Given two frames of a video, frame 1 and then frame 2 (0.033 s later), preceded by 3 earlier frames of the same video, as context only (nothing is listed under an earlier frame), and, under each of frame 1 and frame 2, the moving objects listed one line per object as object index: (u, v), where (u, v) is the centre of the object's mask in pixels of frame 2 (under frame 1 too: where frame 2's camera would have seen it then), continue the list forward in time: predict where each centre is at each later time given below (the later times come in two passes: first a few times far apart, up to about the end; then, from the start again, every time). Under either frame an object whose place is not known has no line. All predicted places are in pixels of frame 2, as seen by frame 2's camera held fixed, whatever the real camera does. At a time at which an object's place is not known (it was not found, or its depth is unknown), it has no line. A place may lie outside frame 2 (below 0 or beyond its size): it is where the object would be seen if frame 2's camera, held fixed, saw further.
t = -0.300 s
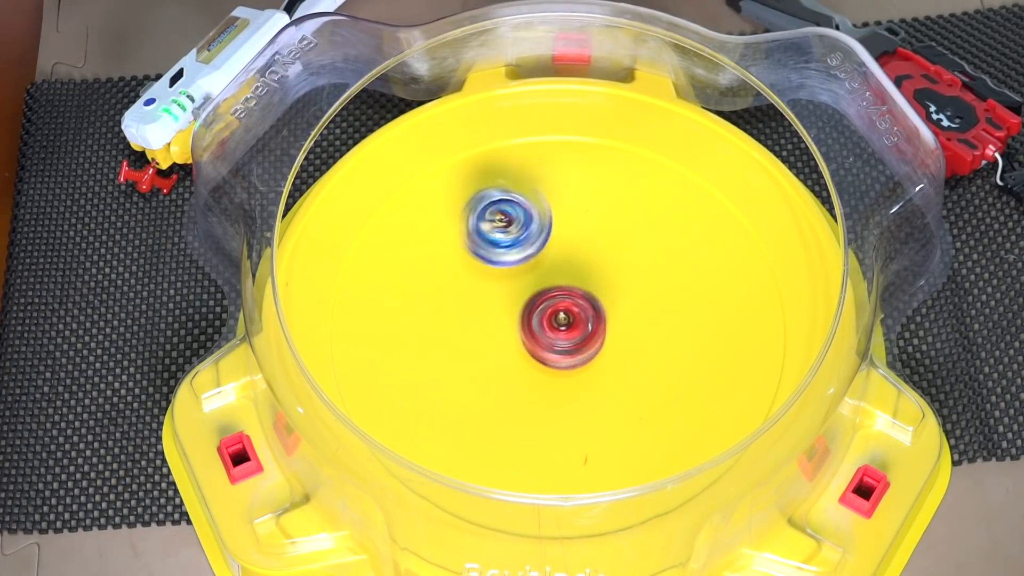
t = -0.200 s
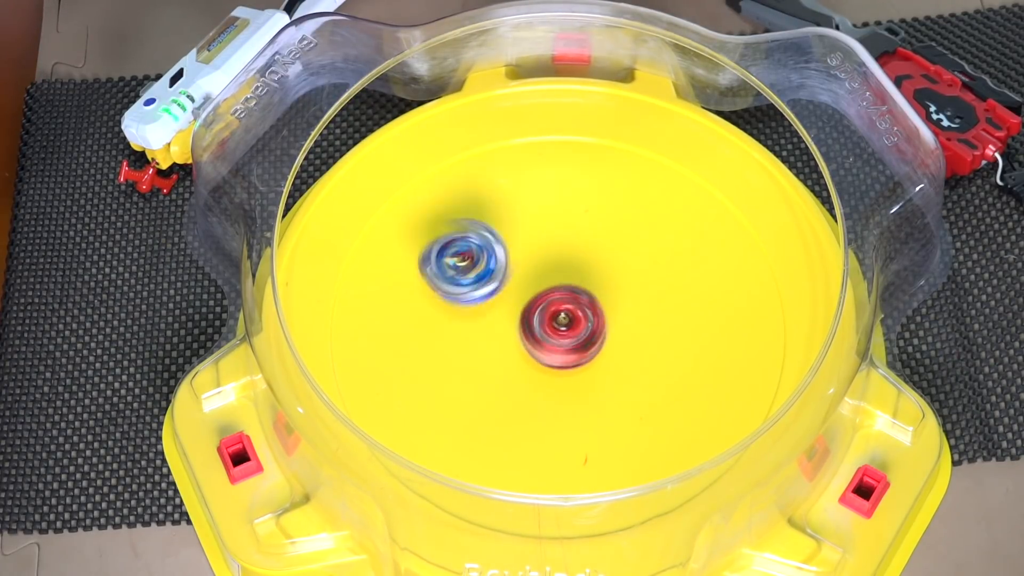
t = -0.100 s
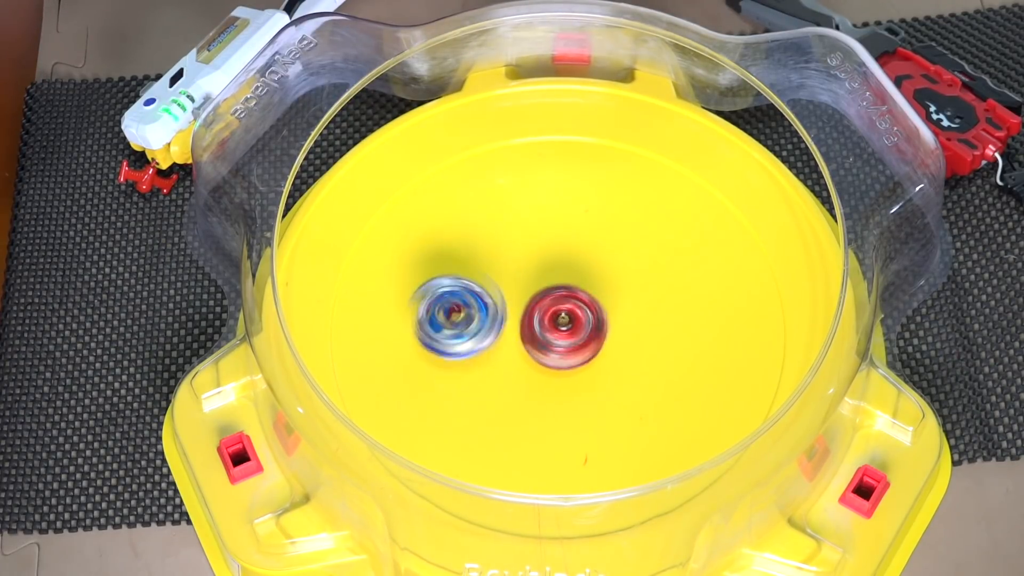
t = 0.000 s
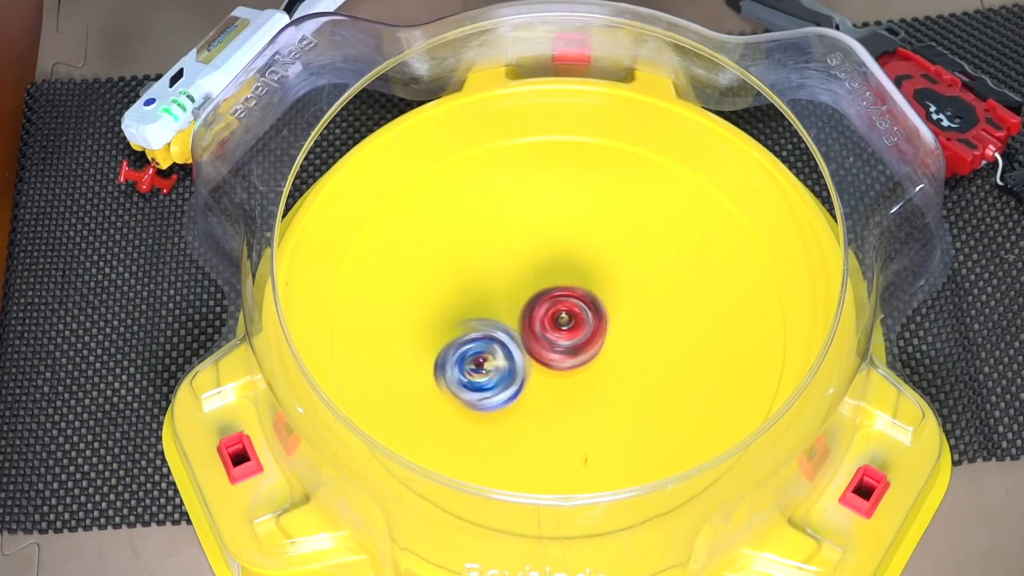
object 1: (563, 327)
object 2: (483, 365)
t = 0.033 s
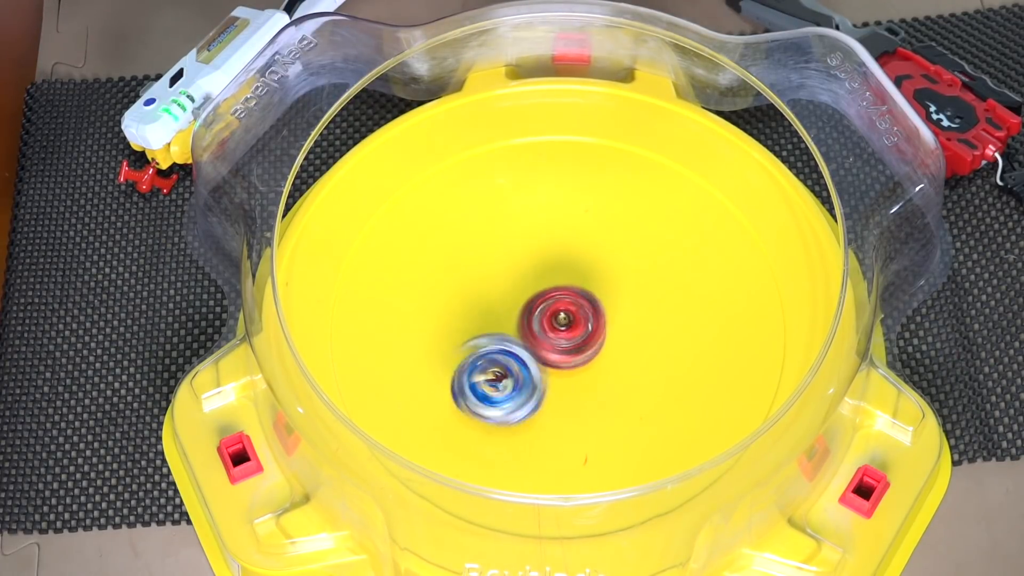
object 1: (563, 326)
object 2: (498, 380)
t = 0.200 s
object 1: (576, 310)
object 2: (580, 426)
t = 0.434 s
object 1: (574, 312)
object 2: (649, 376)
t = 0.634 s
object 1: (536, 294)
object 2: (653, 312)
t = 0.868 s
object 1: (508, 305)
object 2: (616, 267)
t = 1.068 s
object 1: (507, 327)
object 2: (596, 265)
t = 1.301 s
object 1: (518, 344)
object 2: (593, 280)
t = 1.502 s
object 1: (527, 348)
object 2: (602, 272)
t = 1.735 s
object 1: (526, 353)
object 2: (584, 272)
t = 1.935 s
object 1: (527, 359)
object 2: (580, 272)
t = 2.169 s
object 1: (535, 355)
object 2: (583, 279)
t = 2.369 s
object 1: (532, 360)
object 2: (578, 261)
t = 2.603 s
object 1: (532, 356)
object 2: (557, 269)
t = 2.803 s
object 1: (539, 366)
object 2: (549, 261)
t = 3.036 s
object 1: (543, 359)
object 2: (537, 273)
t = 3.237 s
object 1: (546, 367)
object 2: (542, 273)
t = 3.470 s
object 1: (556, 362)
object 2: (541, 267)
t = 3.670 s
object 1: (553, 355)
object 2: (535, 271)
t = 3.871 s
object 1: (562, 363)
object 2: (532, 258)
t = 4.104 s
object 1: (557, 358)
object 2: (536, 272)
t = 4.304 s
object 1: (555, 362)
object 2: (531, 250)
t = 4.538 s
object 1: (562, 352)
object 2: (535, 272)
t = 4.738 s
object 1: (560, 359)
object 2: (545, 269)
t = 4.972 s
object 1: (566, 361)
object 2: (553, 265)
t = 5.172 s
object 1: (569, 370)
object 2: (551, 251)
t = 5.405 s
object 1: (554, 354)
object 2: (542, 267)
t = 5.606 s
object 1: (539, 379)
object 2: (551, 278)
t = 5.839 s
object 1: (548, 380)
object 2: (547, 297)
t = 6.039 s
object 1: (558, 372)
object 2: (558, 290)
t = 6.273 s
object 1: (556, 367)
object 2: (564, 289)
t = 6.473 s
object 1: (555, 374)
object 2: (553, 287)
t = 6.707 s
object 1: (555, 375)
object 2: (554, 293)
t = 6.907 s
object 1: (568, 363)
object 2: (552, 293)
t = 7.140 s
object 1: (571, 363)
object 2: (554, 295)
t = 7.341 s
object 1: (565, 364)
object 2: (554, 295)
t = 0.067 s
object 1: (563, 326)
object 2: (516, 390)
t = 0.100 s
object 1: (568, 323)
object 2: (531, 403)
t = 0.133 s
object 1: (571, 316)
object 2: (547, 413)
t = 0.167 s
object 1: (573, 312)
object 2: (562, 421)
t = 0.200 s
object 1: (576, 310)
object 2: (580, 426)
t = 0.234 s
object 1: (575, 310)
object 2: (595, 426)
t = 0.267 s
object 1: (574, 310)
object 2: (609, 424)
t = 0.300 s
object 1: (575, 310)
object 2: (622, 419)
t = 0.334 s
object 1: (574, 311)
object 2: (632, 411)
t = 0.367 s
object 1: (574, 311)
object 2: (640, 402)
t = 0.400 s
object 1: (575, 311)
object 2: (646, 390)
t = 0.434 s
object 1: (574, 312)
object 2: (649, 376)
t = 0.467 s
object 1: (574, 312)
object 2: (648, 362)
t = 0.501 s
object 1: (570, 310)
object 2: (650, 352)
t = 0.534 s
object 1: (558, 303)
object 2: (658, 342)
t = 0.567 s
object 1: (548, 299)
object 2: (660, 333)
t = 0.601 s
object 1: (541, 295)
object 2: (659, 323)
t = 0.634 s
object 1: (536, 294)
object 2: (653, 312)
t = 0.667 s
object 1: (532, 294)
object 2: (647, 305)
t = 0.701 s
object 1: (532, 294)
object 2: (637, 298)
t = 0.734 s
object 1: (533, 295)
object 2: (625, 291)
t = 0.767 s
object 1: (525, 298)
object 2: (622, 285)
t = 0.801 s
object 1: (517, 299)
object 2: (622, 278)
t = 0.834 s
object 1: (511, 303)
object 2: (619, 271)
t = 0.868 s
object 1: (508, 305)
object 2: (616, 267)
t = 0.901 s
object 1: (509, 308)
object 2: (611, 265)
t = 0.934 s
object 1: (511, 310)
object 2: (605, 264)
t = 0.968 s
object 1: (513, 312)
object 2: (598, 265)
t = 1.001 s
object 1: (517, 314)
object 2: (590, 267)
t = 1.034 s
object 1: (510, 321)
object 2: (594, 267)
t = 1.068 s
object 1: (507, 327)
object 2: (596, 265)
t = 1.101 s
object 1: (504, 331)
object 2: (594, 269)
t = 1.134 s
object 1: (505, 334)
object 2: (593, 271)
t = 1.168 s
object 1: (508, 336)
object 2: (590, 274)
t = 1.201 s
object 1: (512, 337)
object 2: (587, 277)
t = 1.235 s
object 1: (517, 337)
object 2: (585, 281)
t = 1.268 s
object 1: (517, 341)
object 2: (589, 280)
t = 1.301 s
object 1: (518, 344)
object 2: (593, 280)
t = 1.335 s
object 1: (521, 345)
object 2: (595, 279)
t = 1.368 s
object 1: (524, 345)
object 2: (595, 281)
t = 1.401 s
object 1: (528, 343)
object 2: (595, 281)
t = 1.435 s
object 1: (526, 346)
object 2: (600, 277)
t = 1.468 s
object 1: (526, 347)
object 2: (602, 274)
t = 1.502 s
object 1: (527, 348)
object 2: (602, 272)
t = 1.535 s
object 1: (527, 348)
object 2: (601, 271)
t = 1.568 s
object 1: (528, 348)
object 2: (598, 270)
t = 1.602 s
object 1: (527, 347)
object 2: (596, 269)
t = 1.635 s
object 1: (528, 347)
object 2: (592, 272)
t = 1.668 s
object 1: (528, 348)
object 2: (587, 274)
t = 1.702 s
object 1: (527, 350)
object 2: (587, 273)
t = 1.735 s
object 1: (526, 353)
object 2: (584, 272)
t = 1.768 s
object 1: (526, 354)
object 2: (583, 273)
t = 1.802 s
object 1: (529, 354)
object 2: (579, 276)
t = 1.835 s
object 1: (527, 355)
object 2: (579, 275)
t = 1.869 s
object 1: (526, 357)
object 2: (580, 273)
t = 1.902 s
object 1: (525, 359)
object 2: (582, 272)
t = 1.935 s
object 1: (527, 359)
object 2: (580, 272)
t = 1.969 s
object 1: (529, 360)
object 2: (580, 271)
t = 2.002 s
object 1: (530, 358)
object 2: (581, 272)
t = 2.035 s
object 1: (532, 356)
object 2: (580, 275)
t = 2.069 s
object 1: (533, 354)
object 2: (582, 278)
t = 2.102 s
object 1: (534, 353)
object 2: (583, 279)
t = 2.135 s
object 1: (533, 354)
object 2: (584, 279)
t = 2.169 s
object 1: (535, 355)
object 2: (583, 279)
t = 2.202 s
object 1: (533, 359)
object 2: (584, 274)
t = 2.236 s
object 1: (533, 362)
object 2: (585, 268)
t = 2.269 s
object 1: (532, 363)
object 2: (585, 264)
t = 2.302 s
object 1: (533, 362)
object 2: (583, 261)
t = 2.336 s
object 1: (532, 362)
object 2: (581, 261)
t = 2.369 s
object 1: (532, 360)
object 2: (578, 261)
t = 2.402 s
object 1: (532, 358)
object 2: (575, 264)
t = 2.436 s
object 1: (532, 355)
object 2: (570, 266)
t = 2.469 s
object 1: (532, 353)
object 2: (567, 269)
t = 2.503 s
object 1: (531, 354)
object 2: (567, 267)
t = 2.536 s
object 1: (531, 355)
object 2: (563, 267)
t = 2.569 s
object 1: (531, 355)
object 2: (562, 268)
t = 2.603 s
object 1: (532, 356)
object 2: (557, 269)
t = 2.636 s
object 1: (534, 356)
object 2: (557, 271)
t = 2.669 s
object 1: (535, 362)
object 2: (558, 269)
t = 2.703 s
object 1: (536, 365)
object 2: (556, 265)
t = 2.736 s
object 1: (537, 367)
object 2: (553, 264)
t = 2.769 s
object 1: (539, 367)
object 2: (549, 261)
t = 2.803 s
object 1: (539, 366)
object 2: (549, 261)
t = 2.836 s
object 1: (540, 364)
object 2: (545, 262)
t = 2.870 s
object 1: (539, 362)
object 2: (542, 262)
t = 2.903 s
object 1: (539, 361)
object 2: (540, 265)
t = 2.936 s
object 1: (538, 359)
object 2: (538, 268)
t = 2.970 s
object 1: (540, 358)
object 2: (536, 272)
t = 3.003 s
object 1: (541, 358)
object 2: (535, 273)
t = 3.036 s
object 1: (543, 359)
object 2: (537, 273)
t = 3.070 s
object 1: (544, 362)
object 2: (540, 272)
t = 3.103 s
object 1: (544, 364)
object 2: (540, 271)
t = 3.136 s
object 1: (546, 363)
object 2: (542, 272)
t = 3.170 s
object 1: (545, 363)
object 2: (541, 274)
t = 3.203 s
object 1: (546, 364)
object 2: (541, 274)
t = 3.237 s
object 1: (546, 367)
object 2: (542, 273)
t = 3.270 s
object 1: (548, 367)
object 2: (541, 272)
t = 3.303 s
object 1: (550, 366)
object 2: (541, 272)
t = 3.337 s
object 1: (552, 365)
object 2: (541, 274)
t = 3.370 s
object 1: (552, 363)
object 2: (541, 274)
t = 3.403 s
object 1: (554, 366)
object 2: (542, 270)
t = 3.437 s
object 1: (556, 364)
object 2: (541, 268)
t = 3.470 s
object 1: (556, 362)
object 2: (541, 267)
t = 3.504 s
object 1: (556, 360)
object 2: (541, 270)
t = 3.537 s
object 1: (553, 357)
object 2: (539, 273)
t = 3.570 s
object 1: (552, 357)
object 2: (538, 272)
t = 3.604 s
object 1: (552, 356)
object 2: (538, 271)
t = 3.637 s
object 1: (553, 356)
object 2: (535, 270)
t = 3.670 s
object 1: (553, 355)
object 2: (535, 271)
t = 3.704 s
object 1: (552, 357)
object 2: (535, 270)
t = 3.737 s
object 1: (554, 362)
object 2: (533, 264)
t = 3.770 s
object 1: (555, 365)
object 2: (531, 260)
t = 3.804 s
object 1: (558, 367)
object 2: (530, 257)
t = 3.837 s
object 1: (561, 365)
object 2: (530, 256)
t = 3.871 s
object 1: (562, 363)
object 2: (532, 258)
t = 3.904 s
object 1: (563, 360)
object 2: (532, 262)
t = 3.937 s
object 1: (560, 357)
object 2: (533, 266)
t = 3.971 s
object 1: (560, 356)
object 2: (535, 270)
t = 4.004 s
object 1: (561, 357)
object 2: (535, 270)
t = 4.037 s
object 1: (561, 357)
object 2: (535, 272)
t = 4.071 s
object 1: (560, 357)
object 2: (536, 272)
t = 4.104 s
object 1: (557, 358)
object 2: (536, 272)
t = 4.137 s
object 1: (556, 364)
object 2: (534, 264)
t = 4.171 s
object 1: (557, 366)
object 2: (532, 258)
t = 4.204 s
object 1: (555, 368)
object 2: (529, 253)
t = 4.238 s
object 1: (556, 365)
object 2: (527, 250)
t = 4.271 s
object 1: (555, 363)
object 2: (530, 248)
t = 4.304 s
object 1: (555, 362)
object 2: (531, 250)
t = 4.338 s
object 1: (556, 361)
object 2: (530, 251)
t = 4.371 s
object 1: (556, 360)
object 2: (531, 252)
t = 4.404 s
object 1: (557, 360)
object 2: (532, 255)
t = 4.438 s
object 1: (560, 359)
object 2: (532, 260)
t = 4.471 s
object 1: (561, 357)
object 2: (531, 263)
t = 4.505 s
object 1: (561, 355)
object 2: (533, 267)
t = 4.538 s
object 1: (562, 352)
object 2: (535, 272)
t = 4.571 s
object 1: (562, 356)
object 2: (537, 268)
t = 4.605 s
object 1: (563, 358)
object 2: (539, 267)
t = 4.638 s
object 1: (562, 358)
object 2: (539, 268)
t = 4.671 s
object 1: (561, 357)
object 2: (539, 270)
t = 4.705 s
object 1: (560, 356)
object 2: (541, 272)
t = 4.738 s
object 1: (560, 359)
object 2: (545, 269)
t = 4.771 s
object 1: (559, 362)
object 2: (547, 265)
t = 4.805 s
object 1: (561, 364)
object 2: (548, 262)
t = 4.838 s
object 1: (562, 364)
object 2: (549, 259)
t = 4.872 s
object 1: (563, 365)
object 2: (552, 257)
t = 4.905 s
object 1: (564, 365)
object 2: (554, 259)
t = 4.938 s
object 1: (566, 363)
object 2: (554, 262)
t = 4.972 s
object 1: (566, 361)
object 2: (553, 265)
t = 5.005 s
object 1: (568, 359)
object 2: (555, 265)
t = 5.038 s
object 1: (569, 356)
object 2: (558, 271)
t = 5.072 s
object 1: (569, 364)
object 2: (558, 263)
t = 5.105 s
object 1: (569, 368)
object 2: (557, 257)
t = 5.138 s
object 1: (569, 371)
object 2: (554, 254)
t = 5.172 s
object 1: (569, 370)
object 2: (551, 251)
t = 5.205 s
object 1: (568, 370)
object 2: (550, 250)
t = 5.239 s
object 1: (566, 369)
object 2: (549, 251)
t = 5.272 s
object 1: (567, 365)
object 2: (547, 254)
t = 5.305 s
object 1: (565, 363)
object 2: (543, 254)
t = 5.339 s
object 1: (560, 362)
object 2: (541, 257)
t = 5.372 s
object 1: (558, 359)
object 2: (542, 262)
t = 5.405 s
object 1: (554, 354)
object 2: (542, 267)
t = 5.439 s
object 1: (550, 359)
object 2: (542, 267)
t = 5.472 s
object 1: (548, 365)
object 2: (542, 263)
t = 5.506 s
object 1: (545, 369)
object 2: (546, 263)
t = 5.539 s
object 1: (542, 373)
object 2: (549, 266)
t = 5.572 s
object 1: (539, 376)
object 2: (551, 272)
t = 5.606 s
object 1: (539, 379)
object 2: (551, 278)
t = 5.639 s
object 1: (540, 381)
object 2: (549, 284)
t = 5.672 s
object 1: (539, 381)
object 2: (548, 291)
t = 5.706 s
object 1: (539, 380)
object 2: (547, 298)
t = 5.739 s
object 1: (540, 378)
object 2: (546, 299)
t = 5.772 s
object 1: (543, 380)
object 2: (548, 297)
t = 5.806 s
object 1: (546, 379)
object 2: (549, 296)
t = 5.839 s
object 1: (548, 380)
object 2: (547, 297)
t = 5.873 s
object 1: (549, 378)
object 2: (546, 297)
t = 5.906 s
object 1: (549, 377)
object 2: (551, 295)
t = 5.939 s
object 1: (550, 377)
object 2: (554, 296)
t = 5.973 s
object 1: (551, 375)
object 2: (556, 293)
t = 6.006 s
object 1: (554, 373)
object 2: (556, 292)
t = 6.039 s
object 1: (558, 372)
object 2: (558, 290)
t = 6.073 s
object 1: (561, 369)
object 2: (560, 291)
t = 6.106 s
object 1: (561, 365)
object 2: (558, 294)
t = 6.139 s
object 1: (559, 363)
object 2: (559, 289)
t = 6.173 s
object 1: (559, 365)
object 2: (561, 286)
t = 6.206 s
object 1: (558, 366)
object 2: (563, 284)
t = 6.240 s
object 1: (558, 366)
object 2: (565, 285)
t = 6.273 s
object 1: (556, 367)
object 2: (564, 289)
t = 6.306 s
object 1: (555, 368)
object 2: (560, 290)
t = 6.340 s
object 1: (554, 367)
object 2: (558, 292)
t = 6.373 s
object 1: (554, 367)
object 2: (556, 294)
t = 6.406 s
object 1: (555, 367)
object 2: (555, 293)
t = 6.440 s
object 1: (556, 370)
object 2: (554, 290)
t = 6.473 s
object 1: (555, 374)
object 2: (553, 287)
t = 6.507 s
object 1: (554, 377)
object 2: (552, 285)
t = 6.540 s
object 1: (554, 379)
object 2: (551, 284)
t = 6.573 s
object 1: (555, 379)
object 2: (552, 284)
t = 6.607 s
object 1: (555, 379)
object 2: (553, 286)
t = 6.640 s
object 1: (555, 378)
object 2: (554, 288)
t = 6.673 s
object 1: (555, 376)
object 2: (554, 291)
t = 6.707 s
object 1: (555, 375)
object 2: (554, 293)
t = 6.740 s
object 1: (555, 373)
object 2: (554, 294)
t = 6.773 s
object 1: (557, 371)
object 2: (554, 295)
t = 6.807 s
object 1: (558, 369)
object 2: (554, 295)
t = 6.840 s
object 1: (560, 367)
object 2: (553, 295)
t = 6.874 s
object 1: (564, 365)
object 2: (553, 294)
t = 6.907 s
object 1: (568, 363)
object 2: (552, 293)
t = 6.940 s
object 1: (573, 362)
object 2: (552, 293)
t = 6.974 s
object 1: (577, 362)
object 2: (553, 294)
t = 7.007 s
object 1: (579, 363)
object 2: (553, 294)
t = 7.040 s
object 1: (578, 362)
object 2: (553, 294)
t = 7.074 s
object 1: (576, 362)
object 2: (554, 295)
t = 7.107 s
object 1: (573, 362)
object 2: (554, 295)
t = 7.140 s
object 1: (571, 363)
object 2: (554, 295)
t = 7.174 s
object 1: (569, 363)
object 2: (554, 295)
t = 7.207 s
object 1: (567, 363)
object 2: (554, 295)
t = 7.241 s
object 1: (566, 364)
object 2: (554, 295)
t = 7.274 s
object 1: (565, 364)
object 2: (554, 295)
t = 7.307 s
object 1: (565, 364)
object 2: (554, 295)
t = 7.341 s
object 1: (565, 364)
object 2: (554, 295)
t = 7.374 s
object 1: (566, 364)
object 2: (554, 295)
